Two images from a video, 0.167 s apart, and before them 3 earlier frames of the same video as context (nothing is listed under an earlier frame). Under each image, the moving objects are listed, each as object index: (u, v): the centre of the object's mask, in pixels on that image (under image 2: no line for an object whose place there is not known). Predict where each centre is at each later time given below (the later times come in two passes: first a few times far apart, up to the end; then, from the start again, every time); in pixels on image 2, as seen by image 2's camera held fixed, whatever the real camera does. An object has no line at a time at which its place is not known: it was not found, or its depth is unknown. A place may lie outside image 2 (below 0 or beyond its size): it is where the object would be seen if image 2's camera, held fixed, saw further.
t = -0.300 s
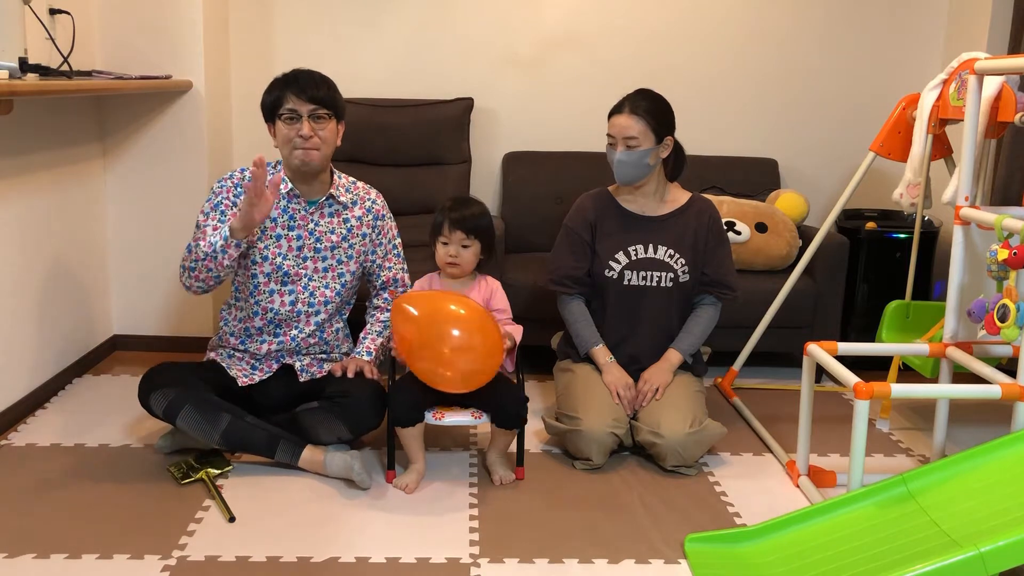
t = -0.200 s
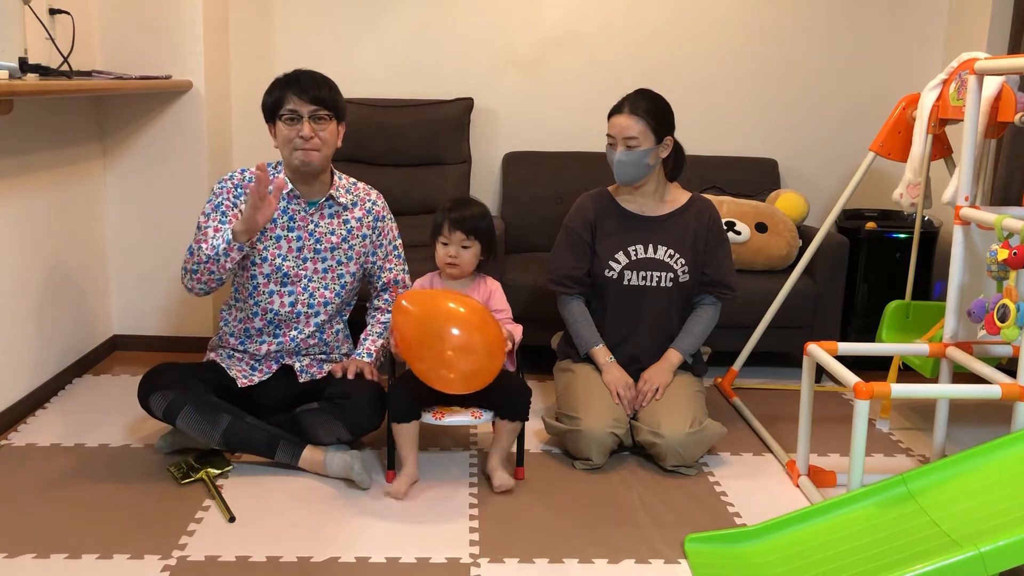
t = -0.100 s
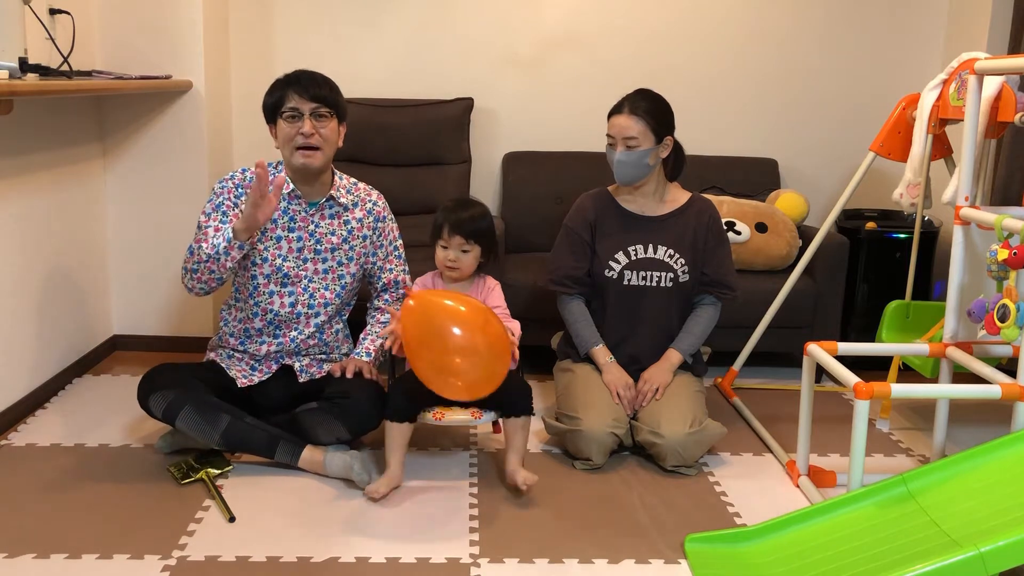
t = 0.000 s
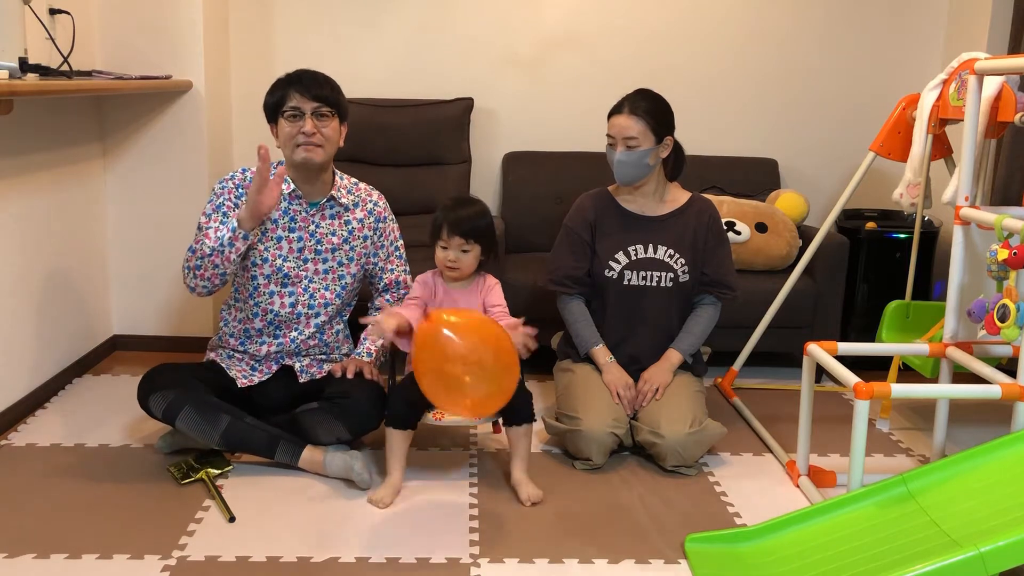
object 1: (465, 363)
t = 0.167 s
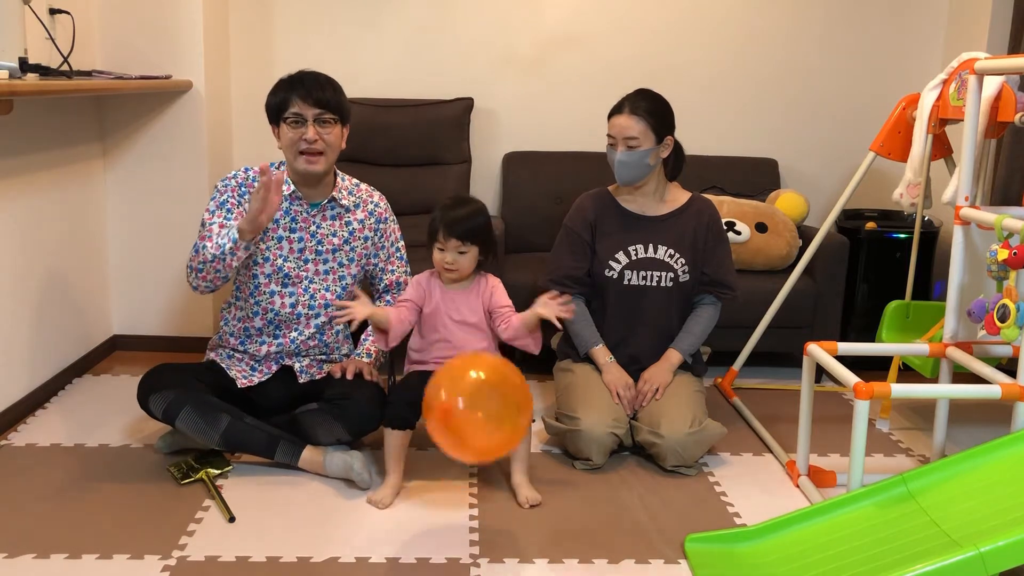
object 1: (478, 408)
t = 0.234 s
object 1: (481, 431)
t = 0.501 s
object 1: (508, 501)
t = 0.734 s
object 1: (575, 466)
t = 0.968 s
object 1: (626, 473)
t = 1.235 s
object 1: (665, 480)
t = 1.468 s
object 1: (690, 486)
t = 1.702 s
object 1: (710, 492)
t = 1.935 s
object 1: (728, 504)
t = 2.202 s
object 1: (753, 519)
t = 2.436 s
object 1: (777, 532)
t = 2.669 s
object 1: (768, 524)
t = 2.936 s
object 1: (780, 522)
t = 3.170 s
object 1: (784, 518)
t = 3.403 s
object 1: (777, 513)
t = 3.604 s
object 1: (778, 513)
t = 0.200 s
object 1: (479, 419)
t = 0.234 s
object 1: (481, 431)
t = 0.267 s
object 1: (482, 444)
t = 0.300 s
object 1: (483, 460)
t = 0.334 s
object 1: (483, 478)
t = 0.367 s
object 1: (483, 496)
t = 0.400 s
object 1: (484, 511)
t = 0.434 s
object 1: (488, 516)
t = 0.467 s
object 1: (498, 510)
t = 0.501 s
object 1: (508, 501)
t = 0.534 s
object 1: (518, 494)
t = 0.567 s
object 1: (529, 486)
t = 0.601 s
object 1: (539, 481)
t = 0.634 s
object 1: (548, 475)
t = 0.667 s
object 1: (558, 472)
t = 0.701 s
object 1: (566, 468)
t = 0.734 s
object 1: (575, 466)
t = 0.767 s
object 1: (584, 464)
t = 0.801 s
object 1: (592, 464)
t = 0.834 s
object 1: (599, 464)
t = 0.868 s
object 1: (607, 465)
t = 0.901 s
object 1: (613, 467)
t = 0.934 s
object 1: (620, 470)
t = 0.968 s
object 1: (626, 473)
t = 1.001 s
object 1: (631, 478)
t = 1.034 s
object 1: (637, 483)
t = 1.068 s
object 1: (642, 490)
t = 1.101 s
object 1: (646, 493)
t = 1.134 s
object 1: (652, 490)
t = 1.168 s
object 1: (656, 485)
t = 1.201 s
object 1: (661, 482)
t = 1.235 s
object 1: (665, 480)
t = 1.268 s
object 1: (669, 478)
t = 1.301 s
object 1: (673, 478)
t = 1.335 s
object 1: (677, 478)
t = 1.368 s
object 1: (681, 479)
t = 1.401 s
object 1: (684, 480)
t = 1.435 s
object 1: (687, 483)
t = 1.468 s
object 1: (690, 486)
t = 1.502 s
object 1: (693, 491)
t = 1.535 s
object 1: (695, 497)
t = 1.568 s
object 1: (698, 498)
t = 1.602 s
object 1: (701, 495)
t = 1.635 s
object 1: (704, 493)
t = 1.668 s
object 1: (707, 492)
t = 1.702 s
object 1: (710, 492)
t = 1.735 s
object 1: (713, 493)
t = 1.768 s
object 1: (715, 495)
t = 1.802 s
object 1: (718, 497)
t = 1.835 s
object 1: (720, 500)
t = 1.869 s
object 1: (722, 504)
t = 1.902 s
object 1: (725, 505)
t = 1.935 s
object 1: (728, 504)
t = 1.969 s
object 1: (732, 504)
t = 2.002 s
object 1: (735, 505)
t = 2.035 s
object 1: (738, 506)
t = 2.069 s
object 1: (741, 509)
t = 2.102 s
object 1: (743, 511)
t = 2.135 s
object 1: (746, 514)
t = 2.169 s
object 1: (748, 518)
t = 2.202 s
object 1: (753, 519)
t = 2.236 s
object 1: (757, 520)
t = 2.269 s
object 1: (762, 522)
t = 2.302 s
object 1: (765, 525)
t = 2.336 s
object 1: (769, 528)
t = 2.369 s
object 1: (772, 530)
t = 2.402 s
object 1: (776, 532)
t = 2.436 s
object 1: (777, 532)
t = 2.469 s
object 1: (776, 530)
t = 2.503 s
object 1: (775, 528)
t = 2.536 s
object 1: (773, 526)
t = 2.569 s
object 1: (772, 525)
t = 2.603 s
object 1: (770, 524)
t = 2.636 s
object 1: (769, 524)
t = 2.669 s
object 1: (768, 524)
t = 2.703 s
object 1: (769, 523)
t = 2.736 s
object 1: (770, 522)
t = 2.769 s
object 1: (772, 521)
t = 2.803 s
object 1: (773, 521)
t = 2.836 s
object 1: (775, 521)
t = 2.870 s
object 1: (776, 521)
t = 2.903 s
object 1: (777, 521)
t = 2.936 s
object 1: (780, 522)
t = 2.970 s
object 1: (781, 522)
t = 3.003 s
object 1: (782, 521)
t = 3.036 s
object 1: (783, 520)
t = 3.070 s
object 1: (783, 519)
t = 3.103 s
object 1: (783, 518)
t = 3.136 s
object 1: (784, 518)
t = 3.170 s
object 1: (784, 518)
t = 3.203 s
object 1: (782, 517)
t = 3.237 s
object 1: (780, 517)
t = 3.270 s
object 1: (779, 516)
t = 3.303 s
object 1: (779, 515)
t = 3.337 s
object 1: (778, 514)
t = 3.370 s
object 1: (778, 514)
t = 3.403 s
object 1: (777, 513)
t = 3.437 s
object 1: (777, 513)
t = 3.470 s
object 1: (777, 513)
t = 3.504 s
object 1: (777, 513)
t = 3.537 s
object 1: (777, 513)
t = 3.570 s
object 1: (778, 513)
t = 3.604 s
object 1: (778, 513)
